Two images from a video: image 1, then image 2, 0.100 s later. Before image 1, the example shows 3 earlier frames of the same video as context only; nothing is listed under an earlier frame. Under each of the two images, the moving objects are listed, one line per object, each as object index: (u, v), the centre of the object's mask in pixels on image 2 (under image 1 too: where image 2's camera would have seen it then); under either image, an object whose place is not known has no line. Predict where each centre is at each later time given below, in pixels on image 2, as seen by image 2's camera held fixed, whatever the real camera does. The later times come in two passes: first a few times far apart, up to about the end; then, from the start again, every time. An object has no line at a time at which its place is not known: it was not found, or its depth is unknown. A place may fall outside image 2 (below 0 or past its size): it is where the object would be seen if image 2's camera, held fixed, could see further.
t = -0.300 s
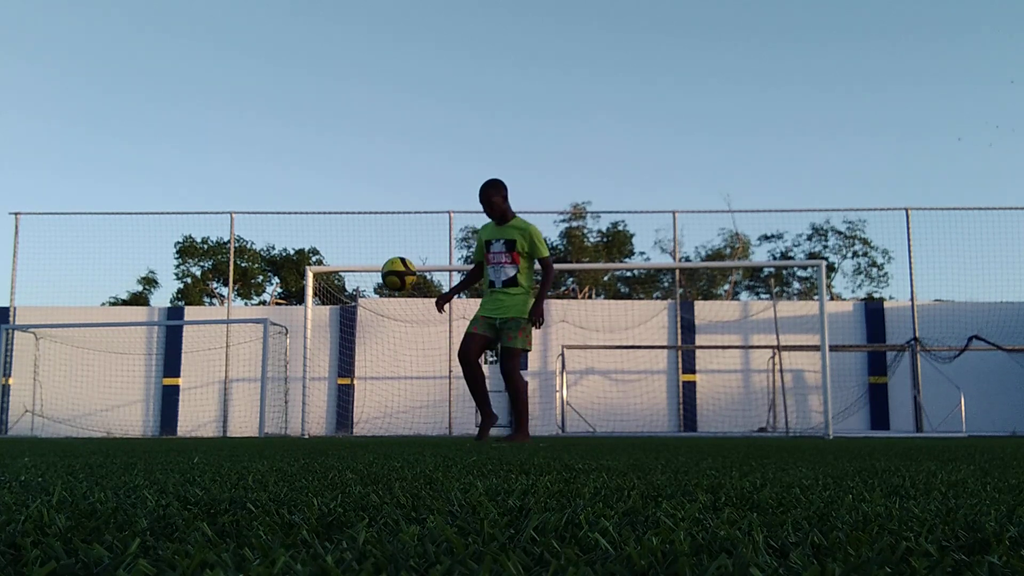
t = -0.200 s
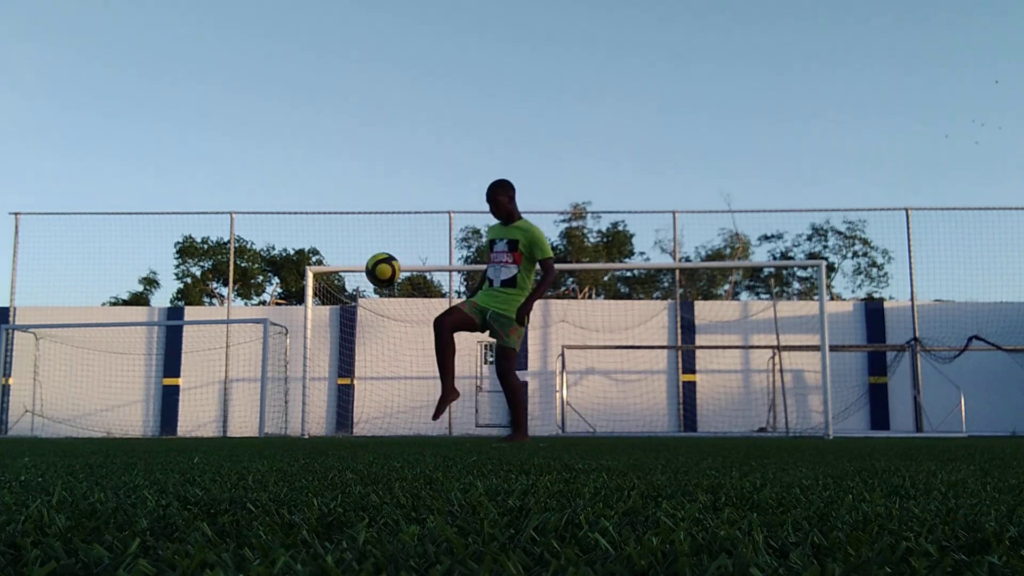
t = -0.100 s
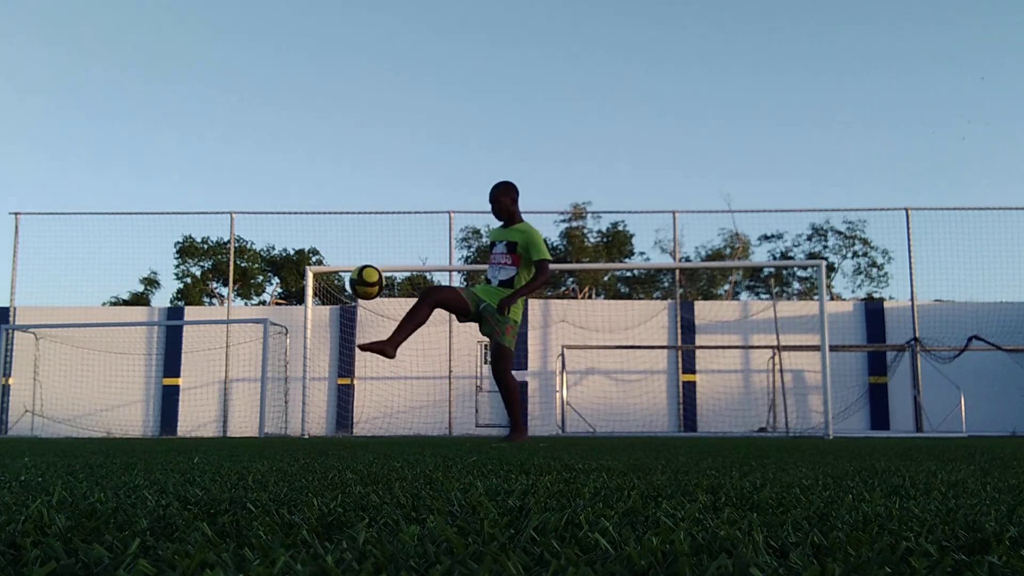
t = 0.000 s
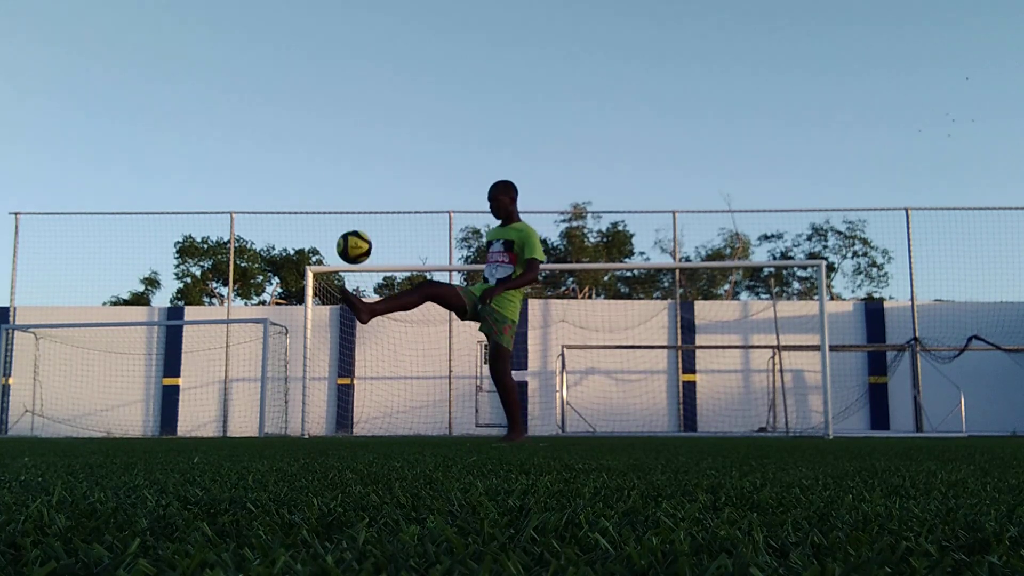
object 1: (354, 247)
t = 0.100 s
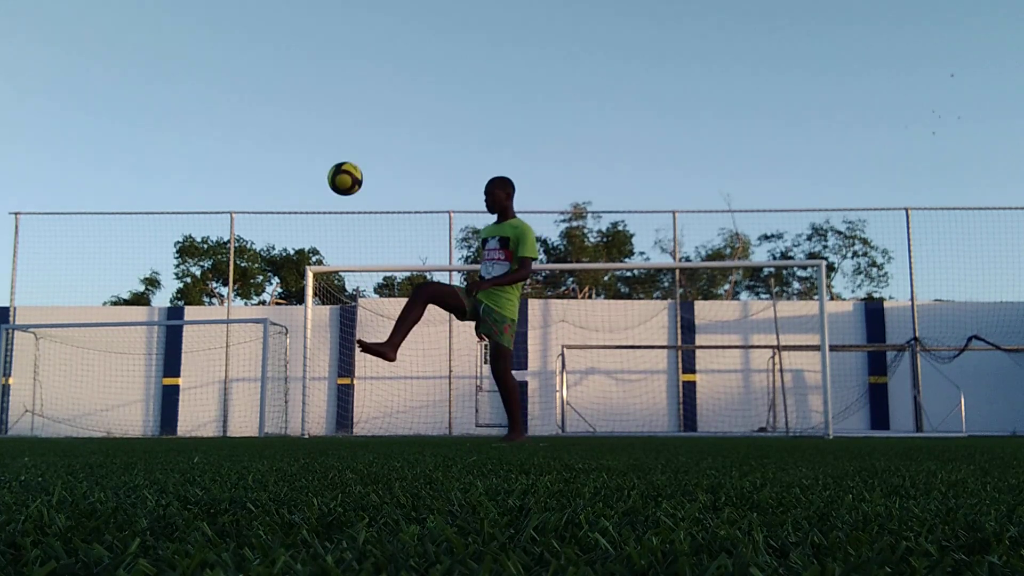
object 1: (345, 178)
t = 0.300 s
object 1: (327, 91)
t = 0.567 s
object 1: (300, 74)
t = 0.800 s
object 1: (276, 153)
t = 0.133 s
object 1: (342, 159)
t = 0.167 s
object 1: (339, 142)
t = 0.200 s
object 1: (336, 126)
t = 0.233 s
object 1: (333, 113)
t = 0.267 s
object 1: (330, 101)
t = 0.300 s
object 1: (327, 91)
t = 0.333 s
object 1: (324, 82)
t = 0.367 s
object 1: (320, 76)
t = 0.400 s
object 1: (317, 71)
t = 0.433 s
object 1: (314, 68)
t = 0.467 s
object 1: (310, 67)
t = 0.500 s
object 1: (307, 68)
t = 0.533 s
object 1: (304, 70)
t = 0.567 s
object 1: (300, 74)
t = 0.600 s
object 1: (297, 79)
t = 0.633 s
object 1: (293, 87)
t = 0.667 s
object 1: (290, 96)
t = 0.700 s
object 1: (286, 108)
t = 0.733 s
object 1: (283, 121)
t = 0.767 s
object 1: (279, 136)
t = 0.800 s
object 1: (276, 153)
